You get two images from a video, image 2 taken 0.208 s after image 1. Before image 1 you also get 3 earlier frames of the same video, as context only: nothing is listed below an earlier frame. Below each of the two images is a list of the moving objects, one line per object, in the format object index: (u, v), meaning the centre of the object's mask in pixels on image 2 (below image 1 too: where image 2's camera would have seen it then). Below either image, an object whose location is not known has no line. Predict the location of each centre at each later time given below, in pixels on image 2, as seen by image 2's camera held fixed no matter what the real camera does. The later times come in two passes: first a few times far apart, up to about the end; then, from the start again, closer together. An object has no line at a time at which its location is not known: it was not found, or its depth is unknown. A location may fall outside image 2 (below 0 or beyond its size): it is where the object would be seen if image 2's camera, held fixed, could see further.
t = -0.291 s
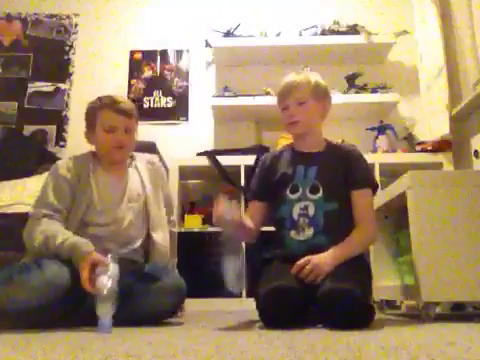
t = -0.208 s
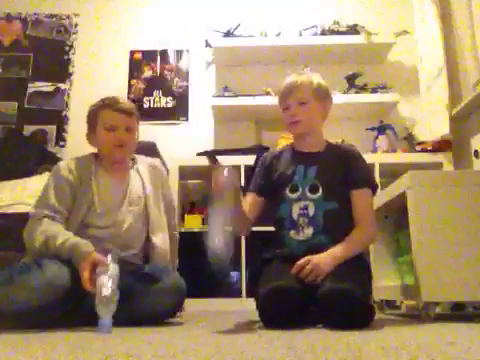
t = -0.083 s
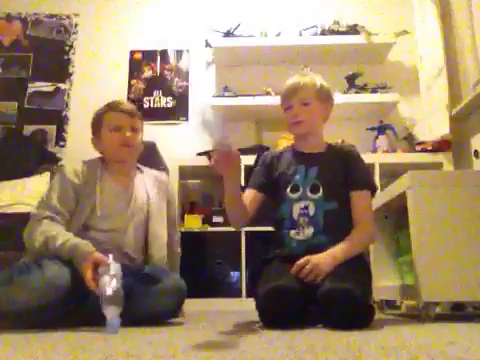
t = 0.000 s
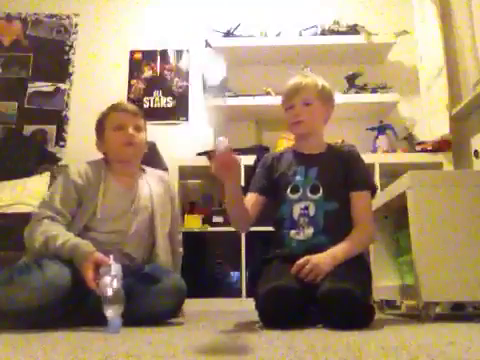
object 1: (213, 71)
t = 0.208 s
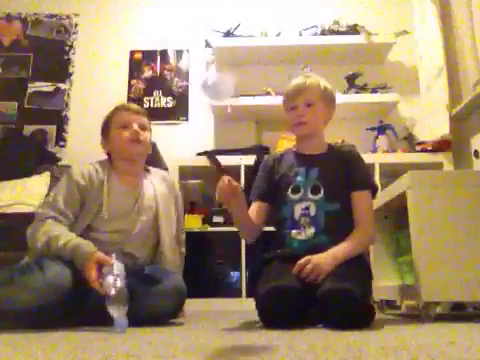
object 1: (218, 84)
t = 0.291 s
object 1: (223, 120)
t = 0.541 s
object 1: (240, 283)
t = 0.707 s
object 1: (244, 297)
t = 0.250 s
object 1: (220, 103)
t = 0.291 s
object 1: (223, 120)
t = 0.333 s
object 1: (226, 144)
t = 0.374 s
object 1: (232, 189)
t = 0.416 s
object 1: (235, 247)
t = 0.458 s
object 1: (238, 284)
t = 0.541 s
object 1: (240, 283)
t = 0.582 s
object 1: (240, 279)
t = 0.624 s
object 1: (241, 279)
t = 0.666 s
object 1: (243, 287)
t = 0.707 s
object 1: (244, 297)
